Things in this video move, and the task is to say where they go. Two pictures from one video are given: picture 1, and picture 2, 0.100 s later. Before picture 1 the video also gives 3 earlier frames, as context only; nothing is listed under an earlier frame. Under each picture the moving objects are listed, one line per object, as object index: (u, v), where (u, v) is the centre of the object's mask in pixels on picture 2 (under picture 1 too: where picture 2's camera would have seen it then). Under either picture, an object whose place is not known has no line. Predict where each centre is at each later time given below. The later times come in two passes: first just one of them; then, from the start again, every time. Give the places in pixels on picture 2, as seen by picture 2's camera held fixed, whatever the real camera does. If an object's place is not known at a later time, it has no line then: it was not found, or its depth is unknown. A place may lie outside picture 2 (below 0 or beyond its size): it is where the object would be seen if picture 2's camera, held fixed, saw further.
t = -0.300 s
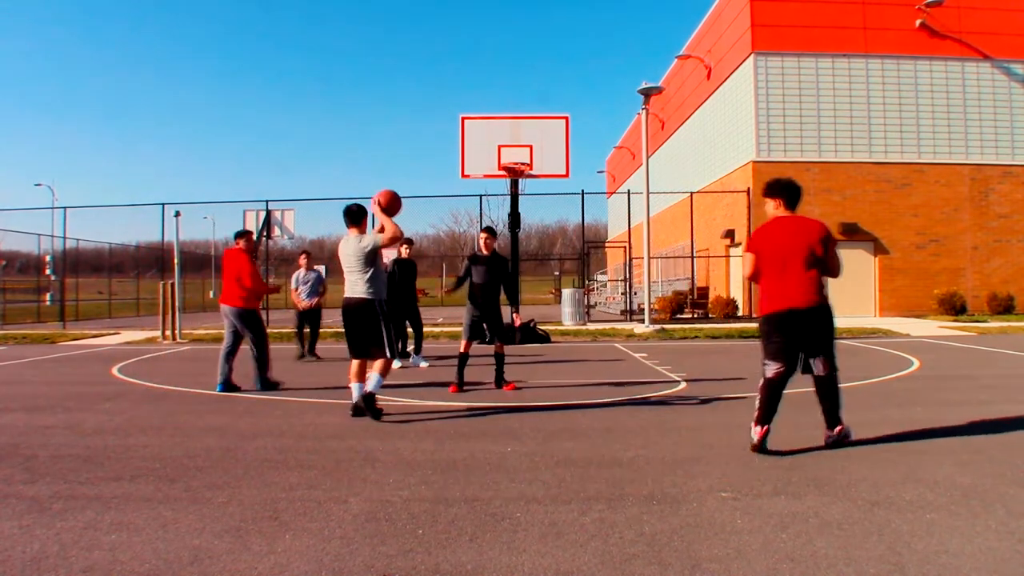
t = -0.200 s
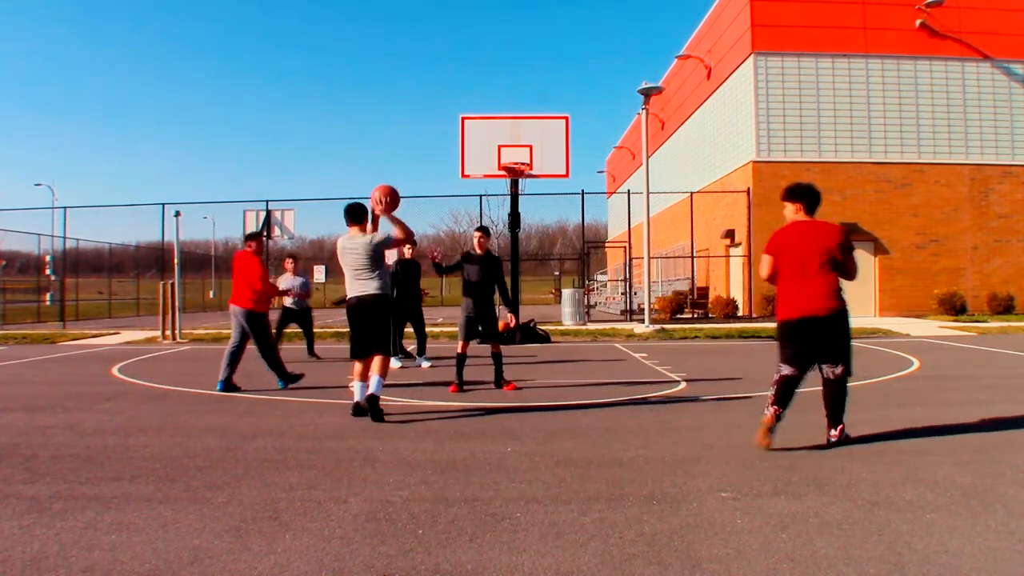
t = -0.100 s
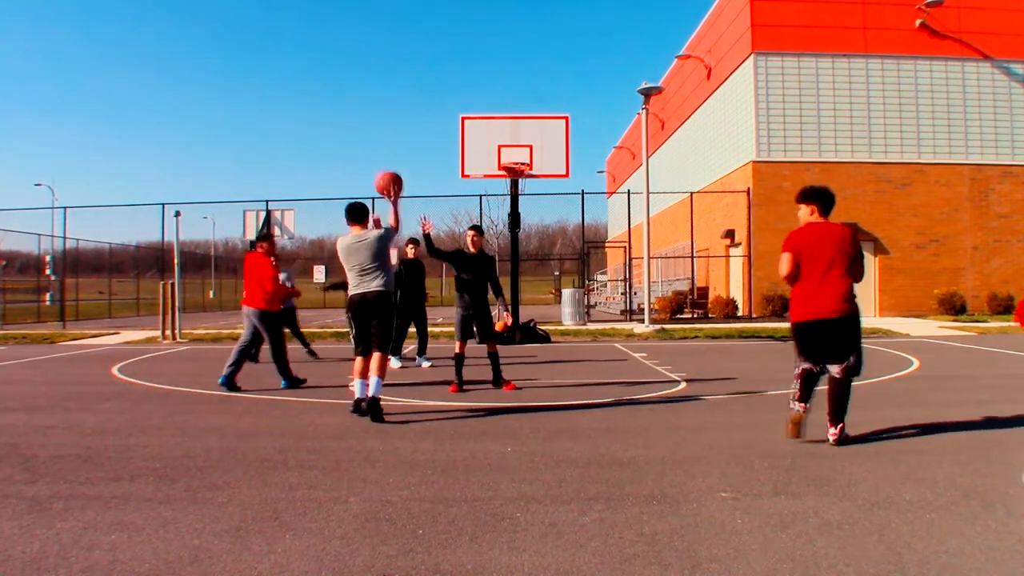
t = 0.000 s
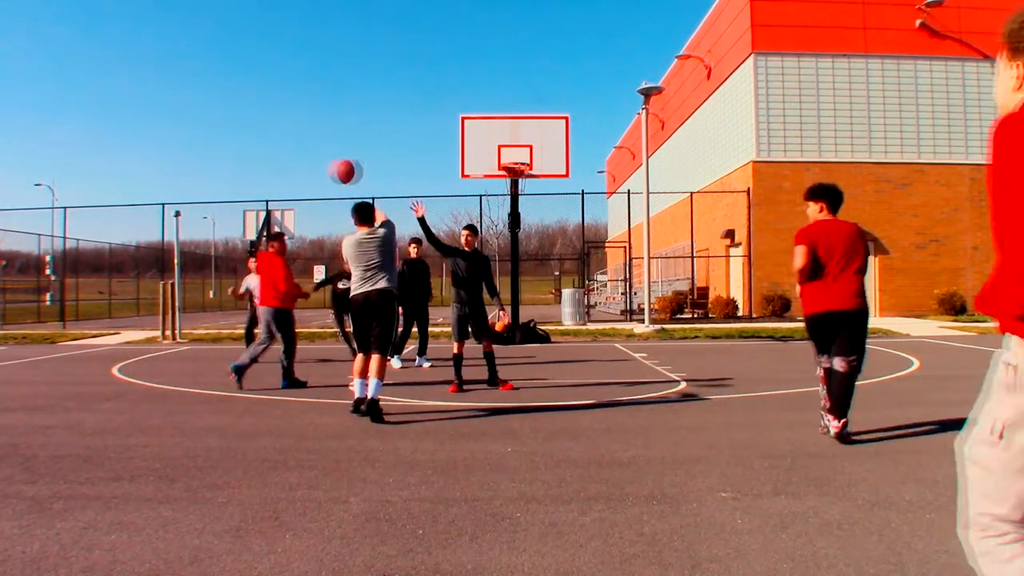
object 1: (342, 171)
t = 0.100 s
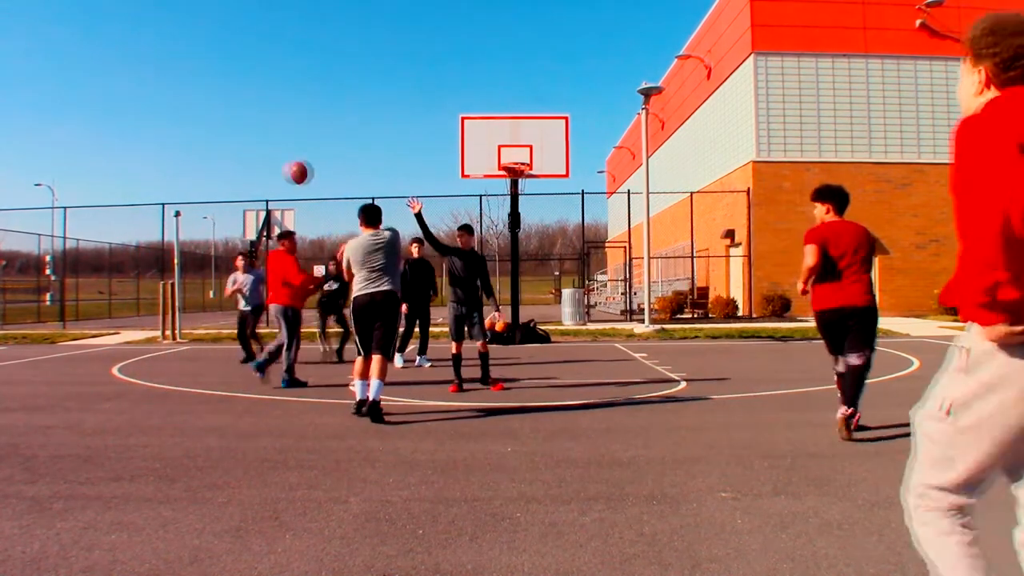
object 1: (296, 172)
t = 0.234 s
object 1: (245, 187)
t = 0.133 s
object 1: (282, 175)
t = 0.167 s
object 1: (269, 178)
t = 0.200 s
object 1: (257, 182)
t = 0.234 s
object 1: (245, 187)
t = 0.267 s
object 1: (234, 192)
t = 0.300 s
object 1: (224, 197)
